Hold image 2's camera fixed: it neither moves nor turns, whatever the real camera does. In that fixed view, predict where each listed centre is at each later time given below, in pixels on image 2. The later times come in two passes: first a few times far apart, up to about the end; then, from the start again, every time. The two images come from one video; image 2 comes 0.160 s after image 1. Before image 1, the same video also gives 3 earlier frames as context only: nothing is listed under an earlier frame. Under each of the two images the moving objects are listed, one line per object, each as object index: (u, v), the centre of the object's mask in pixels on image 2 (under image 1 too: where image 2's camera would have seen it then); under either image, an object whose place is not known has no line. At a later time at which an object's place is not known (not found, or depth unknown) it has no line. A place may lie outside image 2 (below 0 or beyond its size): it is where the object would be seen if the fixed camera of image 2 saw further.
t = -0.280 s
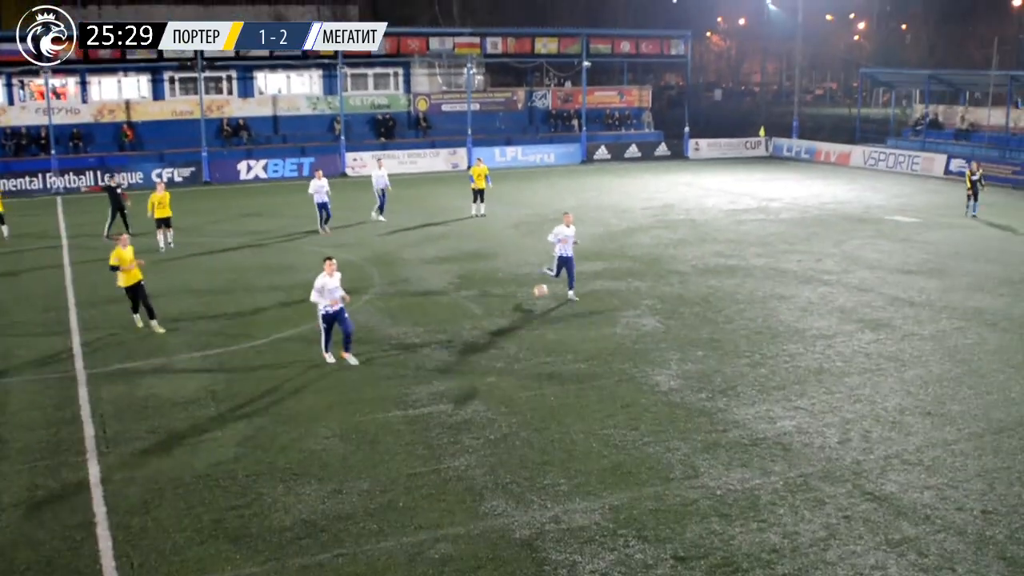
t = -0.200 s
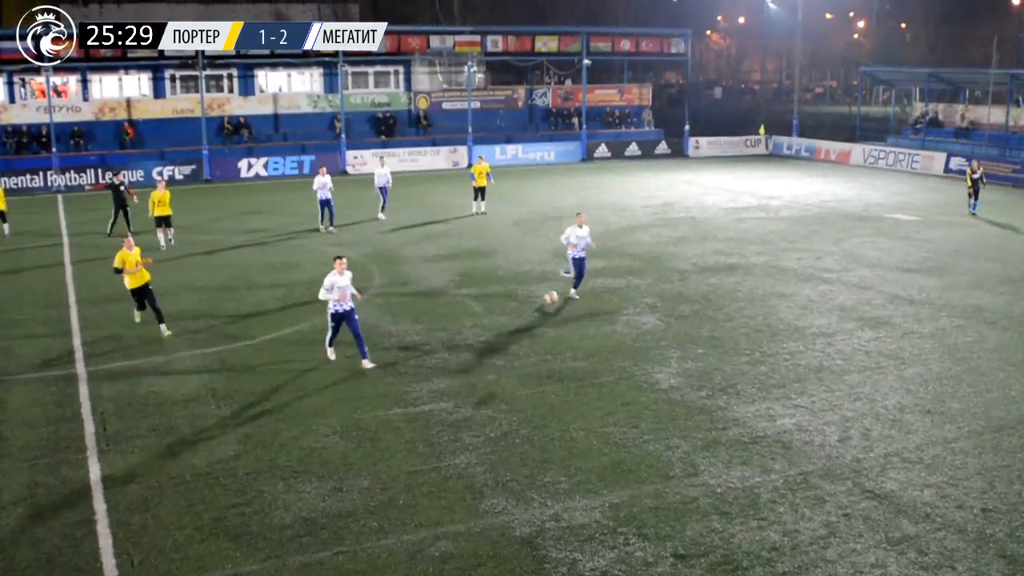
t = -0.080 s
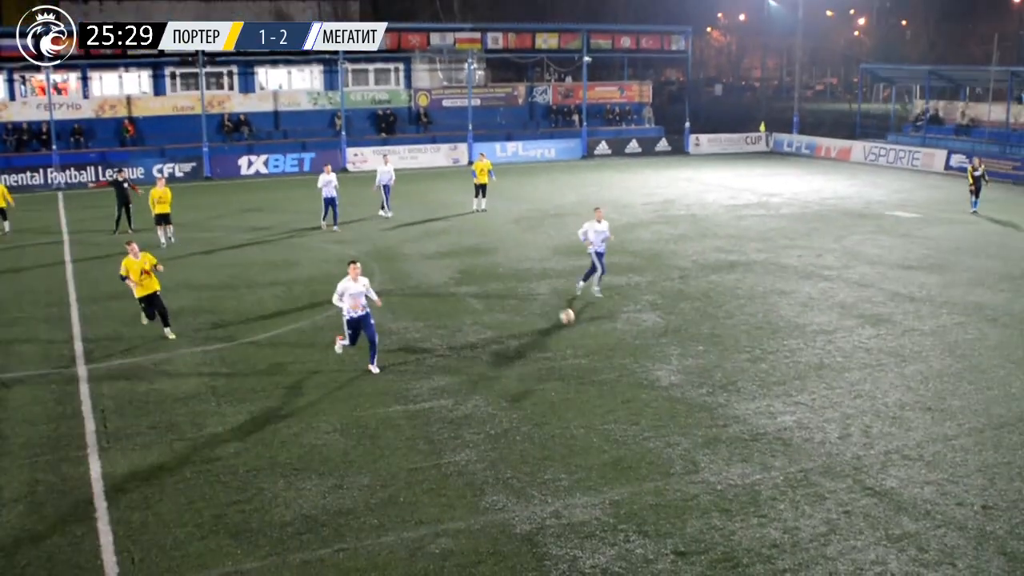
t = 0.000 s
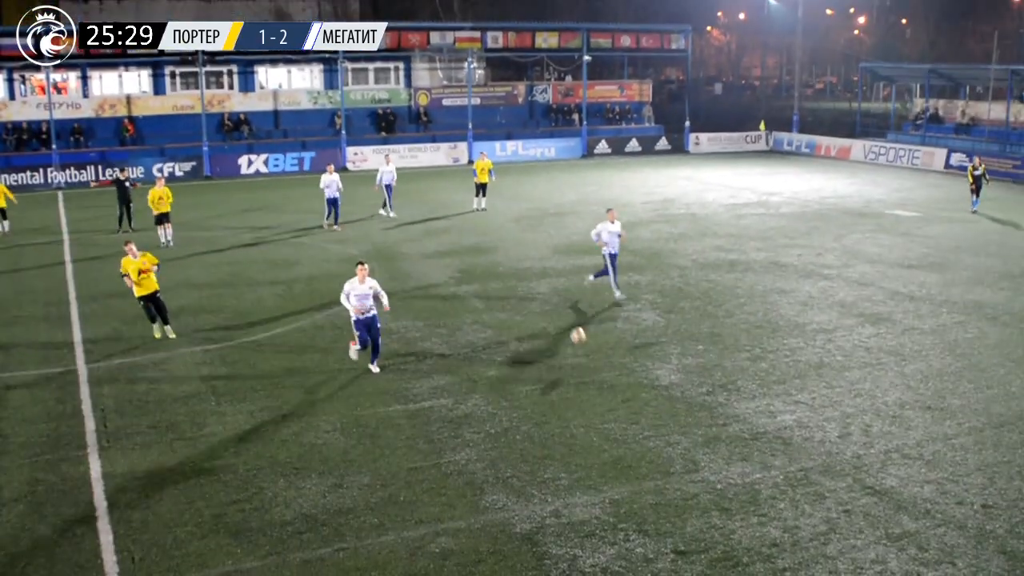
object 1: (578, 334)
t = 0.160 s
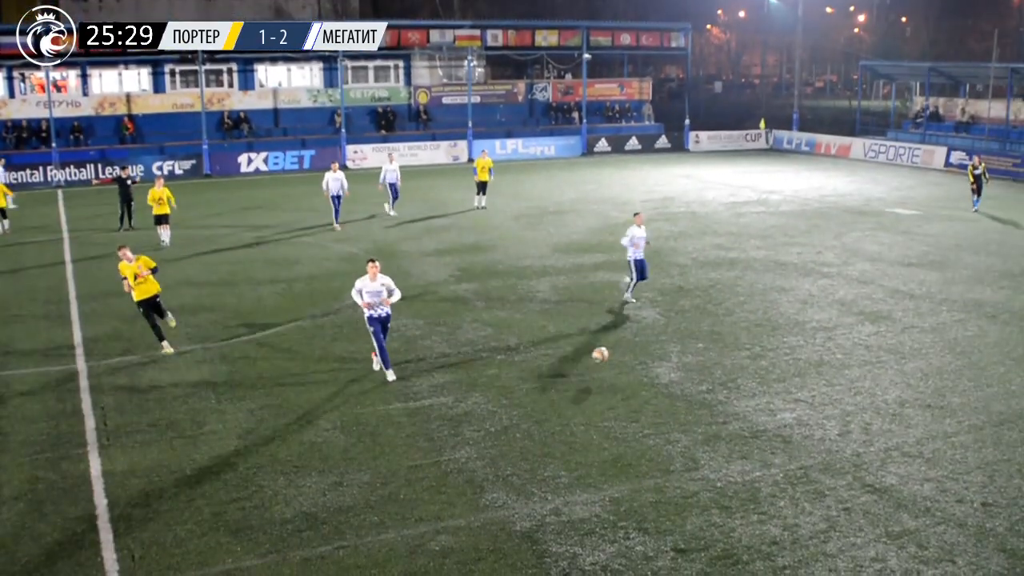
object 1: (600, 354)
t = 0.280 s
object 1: (618, 351)
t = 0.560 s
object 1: (666, 385)
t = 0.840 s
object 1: (720, 427)
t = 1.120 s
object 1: (783, 481)
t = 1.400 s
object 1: (860, 531)
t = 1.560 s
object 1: (911, 566)
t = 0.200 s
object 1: (606, 352)
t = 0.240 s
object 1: (612, 351)
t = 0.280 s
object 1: (618, 351)
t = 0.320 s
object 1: (625, 353)
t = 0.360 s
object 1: (631, 355)
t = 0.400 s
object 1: (638, 359)
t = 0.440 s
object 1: (644, 364)
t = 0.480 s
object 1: (651, 369)
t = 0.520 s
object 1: (658, 377)
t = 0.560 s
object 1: (666, 385)
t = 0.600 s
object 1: (672, 396)
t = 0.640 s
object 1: (680, 407)
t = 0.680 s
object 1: (687, 420)
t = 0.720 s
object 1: (695, 425)
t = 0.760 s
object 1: (703, 425)
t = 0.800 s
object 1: (711, 425)
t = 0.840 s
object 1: (720, 427)
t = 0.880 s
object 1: (729, 429)
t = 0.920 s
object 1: (737, 434)
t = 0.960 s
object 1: (746, 440)
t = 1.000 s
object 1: (755, 448)
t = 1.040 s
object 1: (764, 456)
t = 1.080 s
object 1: (774, 467)
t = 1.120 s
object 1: (783, 481)
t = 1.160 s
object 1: (793, 495)
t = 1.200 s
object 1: (803, 497)
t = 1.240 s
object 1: (814, 500)
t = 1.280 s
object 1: (826, 505)
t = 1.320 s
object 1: (837, 512)
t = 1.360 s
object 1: (848, 521)
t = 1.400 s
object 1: (860, 531)
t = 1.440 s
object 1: (871, 544)
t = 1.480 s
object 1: (883, 556)
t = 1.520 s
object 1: (896, 561)
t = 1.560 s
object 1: (911, 566)
